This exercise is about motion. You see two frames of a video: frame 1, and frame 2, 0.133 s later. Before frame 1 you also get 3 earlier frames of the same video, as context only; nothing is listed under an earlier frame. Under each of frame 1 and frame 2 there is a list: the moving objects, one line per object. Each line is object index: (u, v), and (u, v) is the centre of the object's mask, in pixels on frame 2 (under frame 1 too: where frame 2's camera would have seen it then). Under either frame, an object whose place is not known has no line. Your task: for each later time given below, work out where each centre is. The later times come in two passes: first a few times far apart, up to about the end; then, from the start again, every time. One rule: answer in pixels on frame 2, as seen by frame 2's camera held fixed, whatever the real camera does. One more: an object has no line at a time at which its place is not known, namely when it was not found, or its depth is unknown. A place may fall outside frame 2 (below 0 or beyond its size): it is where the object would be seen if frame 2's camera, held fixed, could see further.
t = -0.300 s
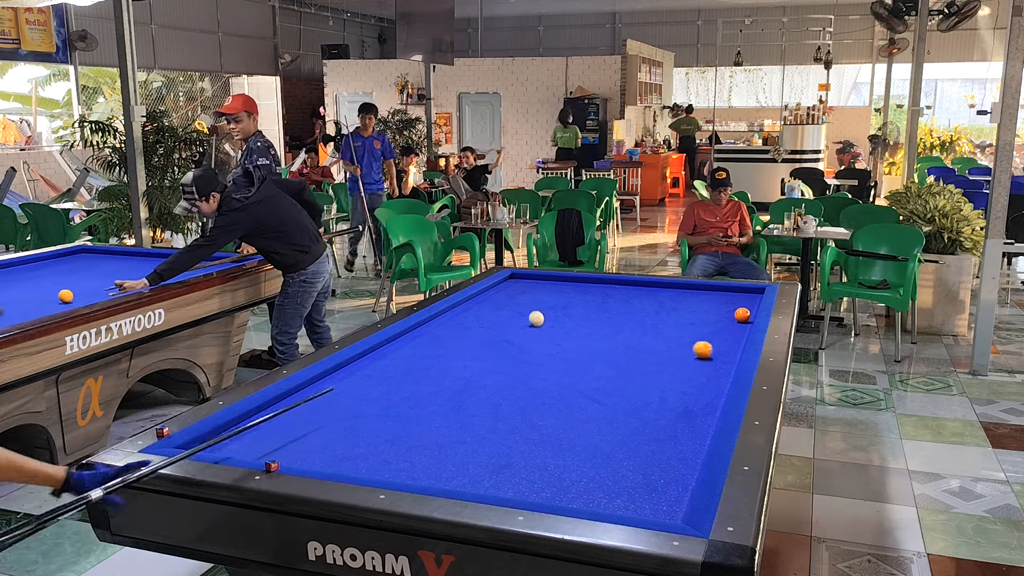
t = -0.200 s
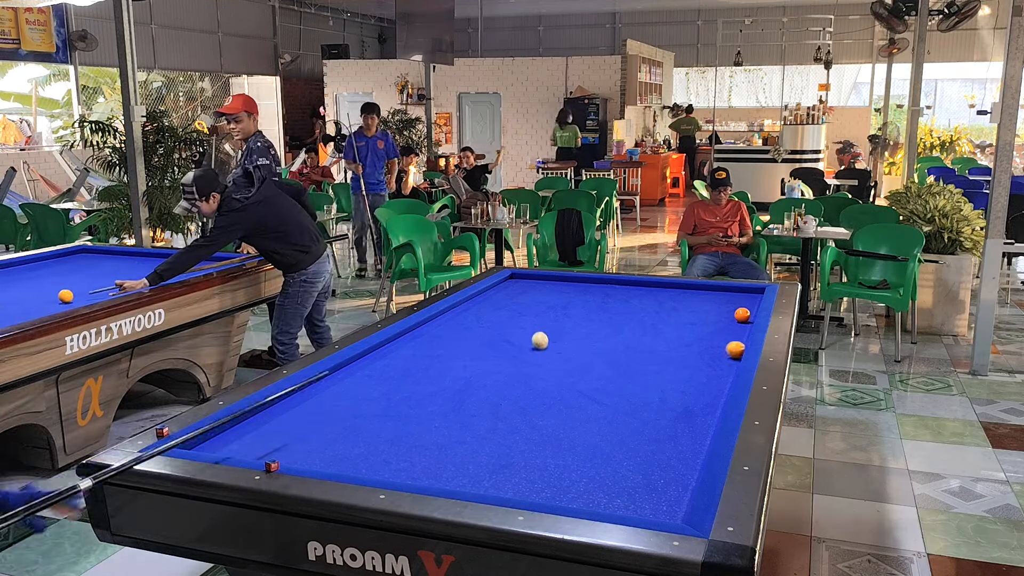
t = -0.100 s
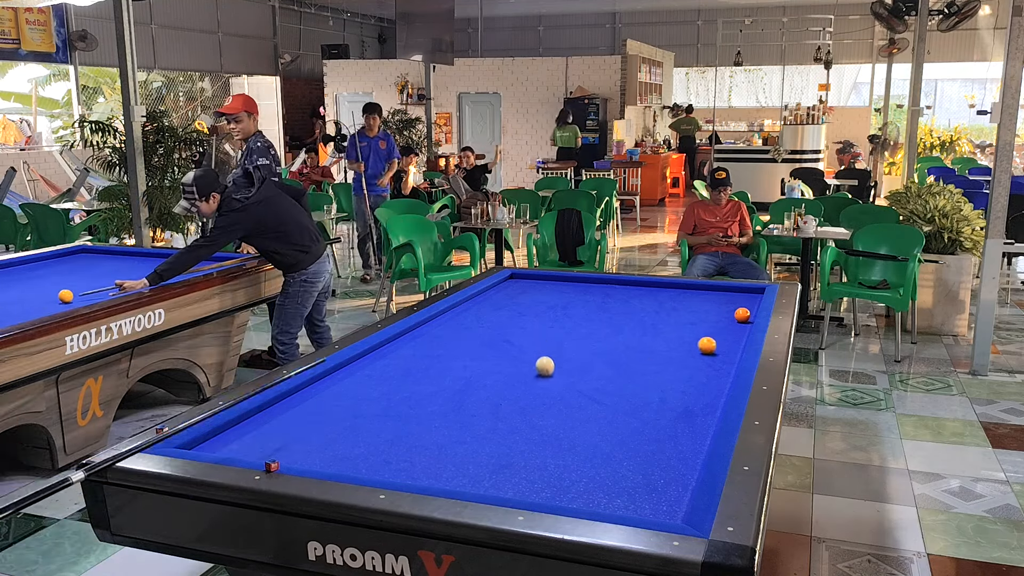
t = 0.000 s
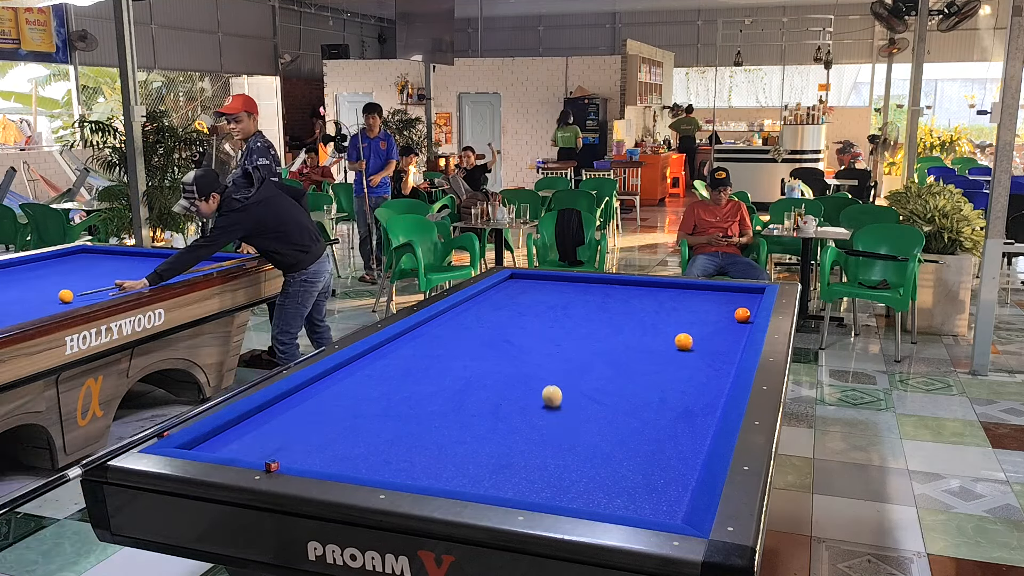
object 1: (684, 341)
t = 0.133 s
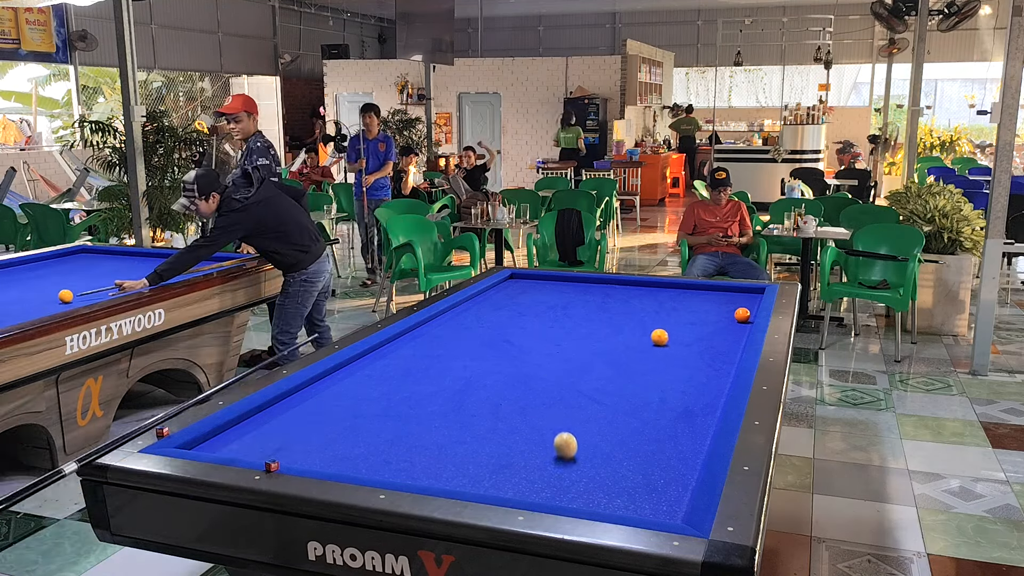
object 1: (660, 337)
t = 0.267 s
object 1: (637, 333)
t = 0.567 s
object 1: (590, 324)
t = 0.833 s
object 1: (553, 317)
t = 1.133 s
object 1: (515, 310)
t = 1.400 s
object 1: (483, 304)
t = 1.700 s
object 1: (477, 301)
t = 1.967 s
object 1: (496, 301)
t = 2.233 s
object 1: (515, 301)
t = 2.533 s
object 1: (535, 301)
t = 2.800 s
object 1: (552, 301)
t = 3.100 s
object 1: (570, 301)
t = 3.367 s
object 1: (586, 301)
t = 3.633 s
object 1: (600, 301)
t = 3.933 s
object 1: (611, 300)
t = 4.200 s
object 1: (613, 299)
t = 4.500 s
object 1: (616, 299)
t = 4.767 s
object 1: (618, 298)
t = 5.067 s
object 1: (618, 298)
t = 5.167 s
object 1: (618, 297)
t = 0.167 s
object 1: (654, 336)
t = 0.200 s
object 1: (648, 335)
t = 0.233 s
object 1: (643, 334)
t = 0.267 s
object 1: (637, 333)
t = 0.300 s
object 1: (632, 332)
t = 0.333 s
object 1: (627, 331)
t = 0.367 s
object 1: (621, 330)
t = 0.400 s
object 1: (616, 329)
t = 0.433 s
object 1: (611, 328)
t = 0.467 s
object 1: (606, 327)
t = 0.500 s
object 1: (601, 326)
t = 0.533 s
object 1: (596, 325)
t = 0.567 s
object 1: (590, 324)
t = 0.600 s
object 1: (586, 323)
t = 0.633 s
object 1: (581, 322)
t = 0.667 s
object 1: (576, 322)
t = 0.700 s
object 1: (572, 321)
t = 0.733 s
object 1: (567, 320)
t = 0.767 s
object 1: (562, 319)
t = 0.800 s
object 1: (557, 318)
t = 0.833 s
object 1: (553, 317)
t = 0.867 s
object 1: (549, 316)
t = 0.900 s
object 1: (544, 316)
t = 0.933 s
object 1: (540, 315)
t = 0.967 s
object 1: (536, 314)
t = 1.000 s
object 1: (532, 314)
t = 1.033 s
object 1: (527, 313)
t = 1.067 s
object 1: (523, 312)
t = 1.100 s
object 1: (519, 311)
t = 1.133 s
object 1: (515, 310)
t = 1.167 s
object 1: (511, 309)
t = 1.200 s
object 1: (507, 309)
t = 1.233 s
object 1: (503, 308)
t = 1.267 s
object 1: (499, 307)
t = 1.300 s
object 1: (495, 306)
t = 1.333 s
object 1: (491, 306)
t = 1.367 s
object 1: (487, 305)
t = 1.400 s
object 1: (483, 304)
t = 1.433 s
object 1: (480, 304)
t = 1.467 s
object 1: (476, 303)
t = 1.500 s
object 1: (472, 302)
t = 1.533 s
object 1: (469, 302)
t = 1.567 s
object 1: (465, 301)
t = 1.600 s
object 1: (468, 301)
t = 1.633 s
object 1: (471, 301)
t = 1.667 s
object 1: (475, 301)
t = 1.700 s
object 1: (477, 301)
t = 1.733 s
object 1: (480, 301)
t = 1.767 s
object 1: (482, 301)
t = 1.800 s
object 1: (484, 301)
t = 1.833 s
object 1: (487, 301)
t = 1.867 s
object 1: (489, 301)
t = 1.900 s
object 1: (492, 301)
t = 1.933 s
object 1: (494, 301)
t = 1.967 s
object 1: (496, 301)
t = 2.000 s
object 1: (499, 301)
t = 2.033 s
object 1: (501, 301)
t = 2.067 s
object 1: (503, 301)
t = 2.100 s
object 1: (506, 301)
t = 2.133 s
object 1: (508, 301)
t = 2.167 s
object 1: (510, 301)
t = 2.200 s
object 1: (512, 301)
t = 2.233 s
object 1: (515, 301)
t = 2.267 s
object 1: (517, 301)
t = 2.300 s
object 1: (520, 301)
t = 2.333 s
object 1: (522, 301)
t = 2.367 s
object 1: (524, 301)
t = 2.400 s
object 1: (526, 301)
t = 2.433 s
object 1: (528, 301)
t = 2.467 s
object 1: (530, 301)
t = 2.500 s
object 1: (533, 301)
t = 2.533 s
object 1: (535, 301)
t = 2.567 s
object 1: (537, 301)
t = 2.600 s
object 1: (539, 301)
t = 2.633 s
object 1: (541, 301)
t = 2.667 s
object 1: (543, 301)
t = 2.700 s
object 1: (545, 301)
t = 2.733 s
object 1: (548, 301)
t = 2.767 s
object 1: (550, 301)
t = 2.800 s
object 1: (552, 301)
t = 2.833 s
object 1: (554, 301)
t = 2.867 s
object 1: (556, 301)
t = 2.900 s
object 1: (558, 301)
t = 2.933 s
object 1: (560, 301)
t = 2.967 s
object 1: (562, 301)
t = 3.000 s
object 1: (564, 301)
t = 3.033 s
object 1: (566, 301)
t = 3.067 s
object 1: (568, 301)
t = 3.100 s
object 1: (570, 301)
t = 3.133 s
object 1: (572, 301)
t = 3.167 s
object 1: (574, 301)
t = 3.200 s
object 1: (576, 301)
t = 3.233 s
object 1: (578, 301)
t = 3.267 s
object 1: (580, 301)
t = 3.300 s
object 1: (582, 301)
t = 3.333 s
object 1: (584, 301)
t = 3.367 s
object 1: (586, 301)
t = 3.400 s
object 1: (587, 301)
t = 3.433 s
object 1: (589, 301)
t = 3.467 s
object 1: (591, 301)
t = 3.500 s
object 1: (593, 301)
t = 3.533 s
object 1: (595, 301)
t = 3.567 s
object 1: (597, 301)
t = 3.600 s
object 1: (599, 301)
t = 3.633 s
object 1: (600, 301)
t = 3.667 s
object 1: (602, 301)
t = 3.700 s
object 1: (604, 301)
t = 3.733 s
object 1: (606, 301)
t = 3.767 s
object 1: (608, 301)
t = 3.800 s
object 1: (609, 301)
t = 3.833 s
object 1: (610, 301)
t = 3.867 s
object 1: (610, 301)
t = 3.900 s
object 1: (610, 300)
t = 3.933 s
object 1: (611, 300)
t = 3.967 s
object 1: (611, 300)
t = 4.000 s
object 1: (611, 300)
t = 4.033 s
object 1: (611, 299)
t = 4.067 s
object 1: (612, 299)
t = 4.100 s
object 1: (612, 299)
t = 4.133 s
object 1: (613, 299)
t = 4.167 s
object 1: (613, 299)
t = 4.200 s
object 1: (613, 299)
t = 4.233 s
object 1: (614, 299)
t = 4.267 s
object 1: (614, 299)
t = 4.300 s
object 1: (615, 299)
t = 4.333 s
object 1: (615, 299)
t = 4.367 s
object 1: (615, 299)
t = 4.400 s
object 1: (616, 299)
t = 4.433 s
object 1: (616, 299)
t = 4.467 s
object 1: (616, 299)
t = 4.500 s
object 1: (616, 299)
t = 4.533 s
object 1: (616, 299)
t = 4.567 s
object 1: (617, 299)
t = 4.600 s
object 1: (617, 298)
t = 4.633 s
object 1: (617, 298)
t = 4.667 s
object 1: (617, 298)
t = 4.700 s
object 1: (618, 298)
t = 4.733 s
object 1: (618, 298)
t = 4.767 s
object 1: (618, 298)
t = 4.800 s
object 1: (618, 298)
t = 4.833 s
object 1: (618, 298)
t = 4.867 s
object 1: (618, 298)
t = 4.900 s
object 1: (618, 298)
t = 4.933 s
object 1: (618, 298)
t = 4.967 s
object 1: (618, 298)
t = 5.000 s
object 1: (618, 298)
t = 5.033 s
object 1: (618, 298)
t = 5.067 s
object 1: (618, 298)
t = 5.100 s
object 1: (618, 297)
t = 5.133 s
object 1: (618, 297)
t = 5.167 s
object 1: (618, 297)
